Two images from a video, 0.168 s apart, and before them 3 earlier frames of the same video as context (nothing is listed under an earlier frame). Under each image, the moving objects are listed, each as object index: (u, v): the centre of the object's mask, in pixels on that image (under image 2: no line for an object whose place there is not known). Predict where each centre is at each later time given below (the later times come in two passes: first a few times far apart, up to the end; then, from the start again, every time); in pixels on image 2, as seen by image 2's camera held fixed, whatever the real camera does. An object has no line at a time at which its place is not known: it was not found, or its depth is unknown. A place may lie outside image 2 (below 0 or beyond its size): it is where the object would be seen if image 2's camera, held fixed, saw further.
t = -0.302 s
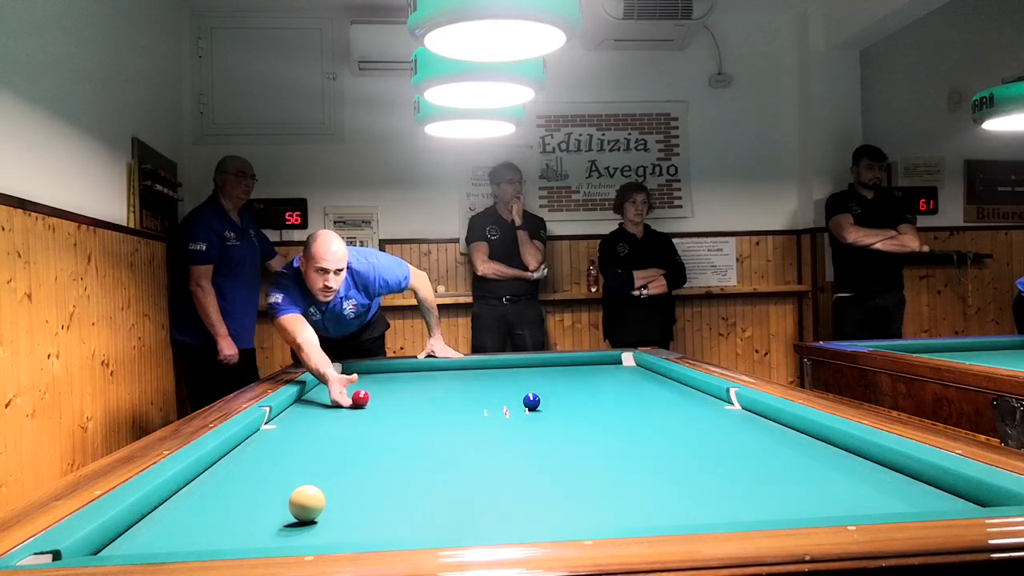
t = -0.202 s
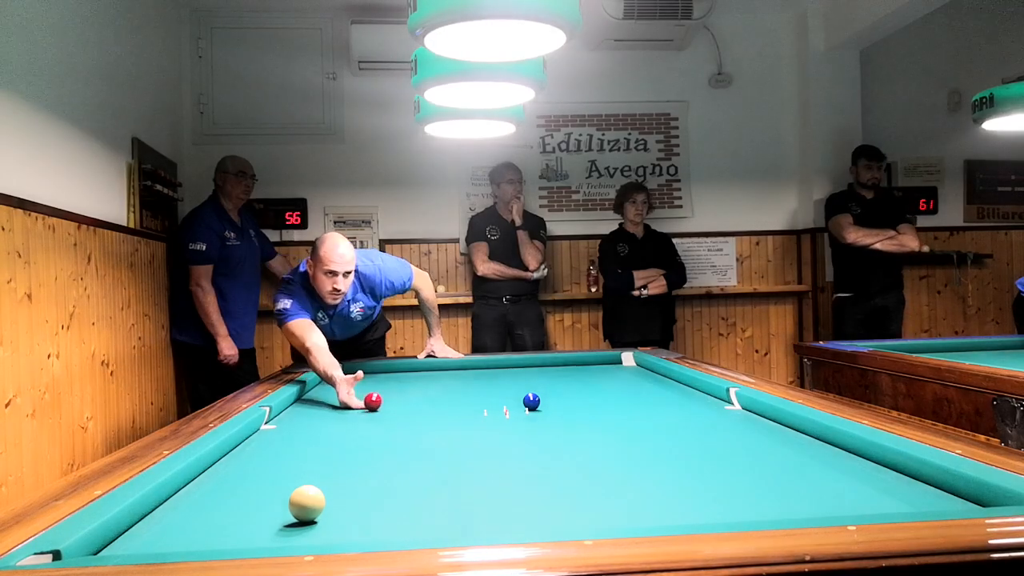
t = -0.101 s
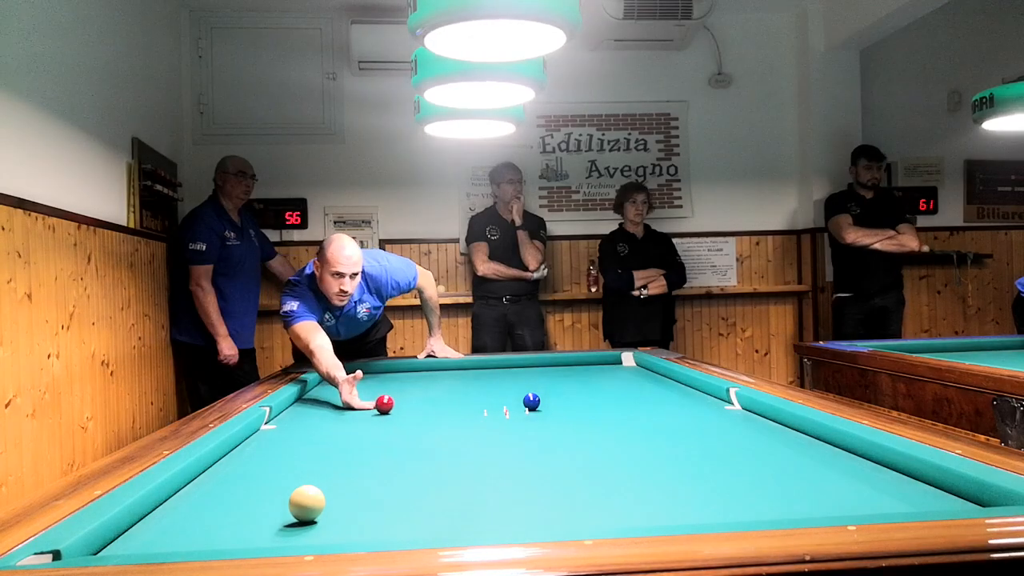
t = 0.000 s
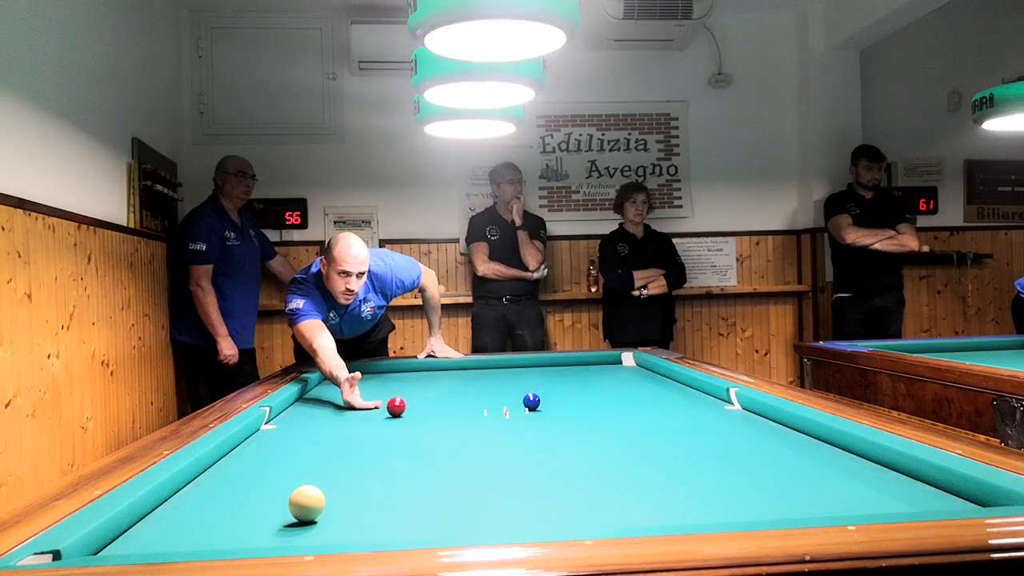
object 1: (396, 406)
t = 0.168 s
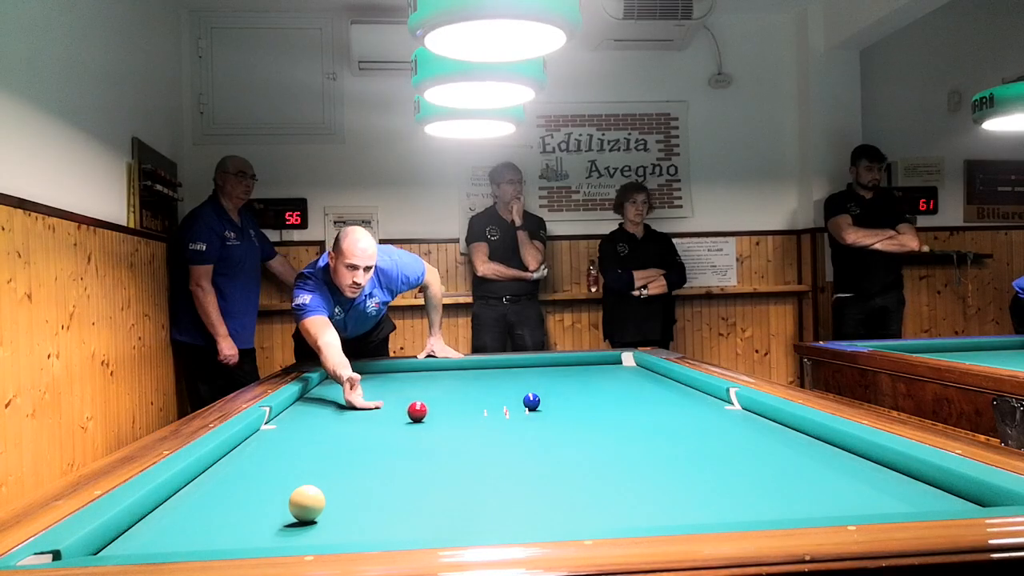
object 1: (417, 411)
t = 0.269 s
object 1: (430, 414)
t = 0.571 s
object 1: (474, 424)
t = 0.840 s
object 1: (519, 434)
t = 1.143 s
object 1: (579, 448)
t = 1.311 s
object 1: (617, 457)
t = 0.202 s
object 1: (421, 412)
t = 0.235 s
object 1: (426, 413)
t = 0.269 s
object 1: (430, 414)
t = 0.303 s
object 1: (435, 415)
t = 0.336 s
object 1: (440, 416)
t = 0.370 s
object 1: (444, 417)
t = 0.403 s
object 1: (449, 418)
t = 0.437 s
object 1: (454, 419)
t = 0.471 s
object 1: (459, 420)
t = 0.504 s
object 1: (464, 422)
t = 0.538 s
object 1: (469, 423)
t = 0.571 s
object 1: (474, 424)
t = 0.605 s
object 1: (480, 425)
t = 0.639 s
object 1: (485, 426)
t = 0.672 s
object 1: (490, 428)
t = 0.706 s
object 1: (496, 429)
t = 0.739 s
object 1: (502, 430)
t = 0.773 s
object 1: (507, 432)
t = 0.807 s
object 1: (513, 433)
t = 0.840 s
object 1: (519, 434)
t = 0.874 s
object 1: (526, 436)
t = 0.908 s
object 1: (532, 437)
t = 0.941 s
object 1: (538, 438)
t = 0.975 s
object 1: (544, 440)
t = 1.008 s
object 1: (551, 442)
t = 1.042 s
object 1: (558, 443)
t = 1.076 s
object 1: (565, 445)
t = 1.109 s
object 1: (572, 446)
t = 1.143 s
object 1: (579, 448)
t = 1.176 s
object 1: (586, 450)
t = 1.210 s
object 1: (594, 451)
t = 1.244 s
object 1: (601, 453)
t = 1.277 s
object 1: (609, 455)
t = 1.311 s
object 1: (617, 457)
